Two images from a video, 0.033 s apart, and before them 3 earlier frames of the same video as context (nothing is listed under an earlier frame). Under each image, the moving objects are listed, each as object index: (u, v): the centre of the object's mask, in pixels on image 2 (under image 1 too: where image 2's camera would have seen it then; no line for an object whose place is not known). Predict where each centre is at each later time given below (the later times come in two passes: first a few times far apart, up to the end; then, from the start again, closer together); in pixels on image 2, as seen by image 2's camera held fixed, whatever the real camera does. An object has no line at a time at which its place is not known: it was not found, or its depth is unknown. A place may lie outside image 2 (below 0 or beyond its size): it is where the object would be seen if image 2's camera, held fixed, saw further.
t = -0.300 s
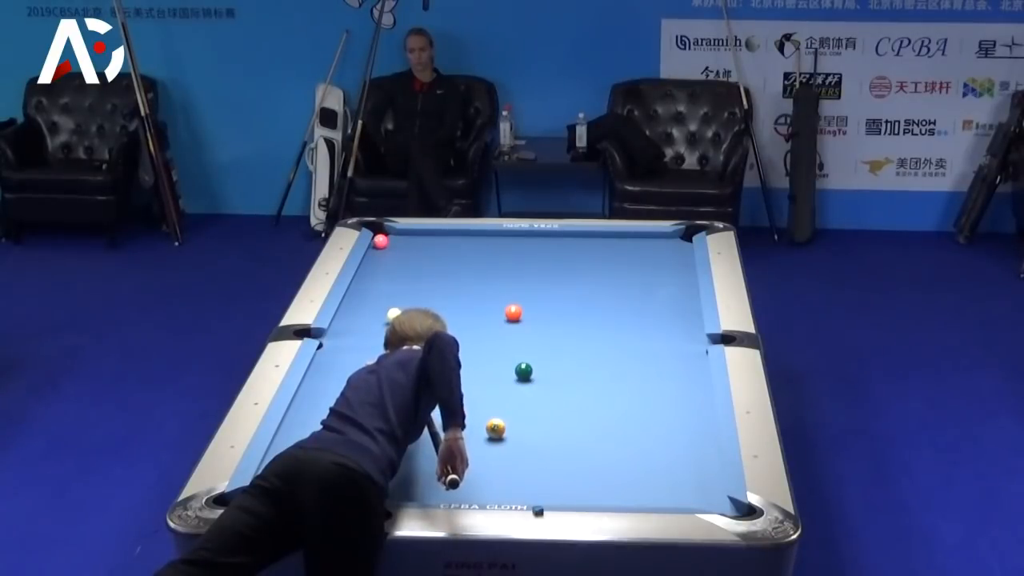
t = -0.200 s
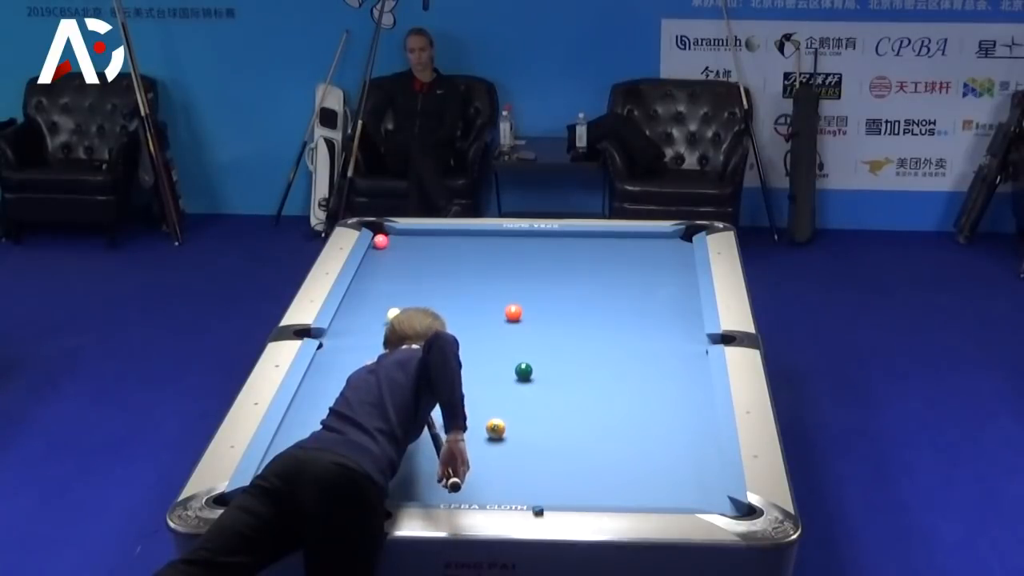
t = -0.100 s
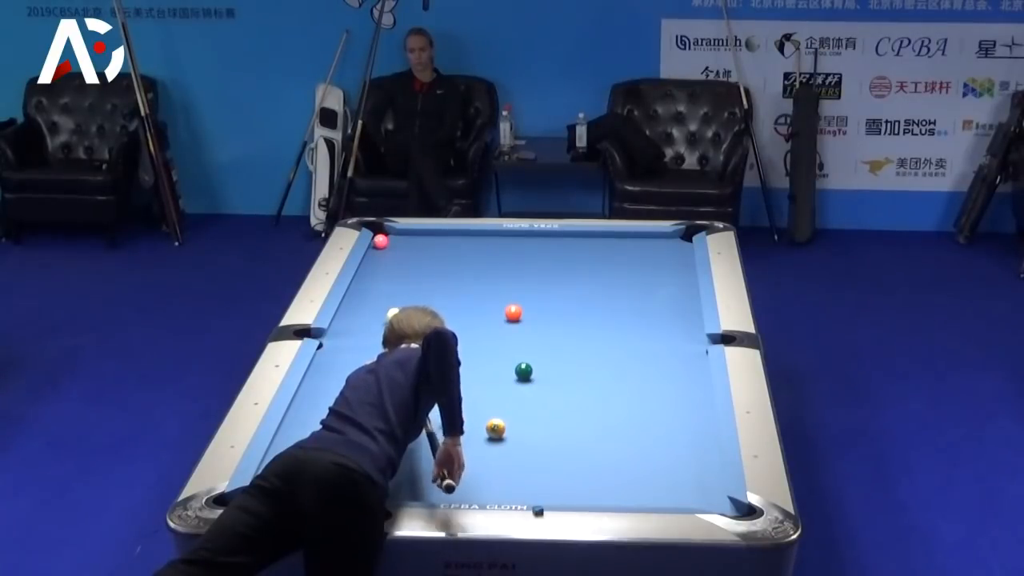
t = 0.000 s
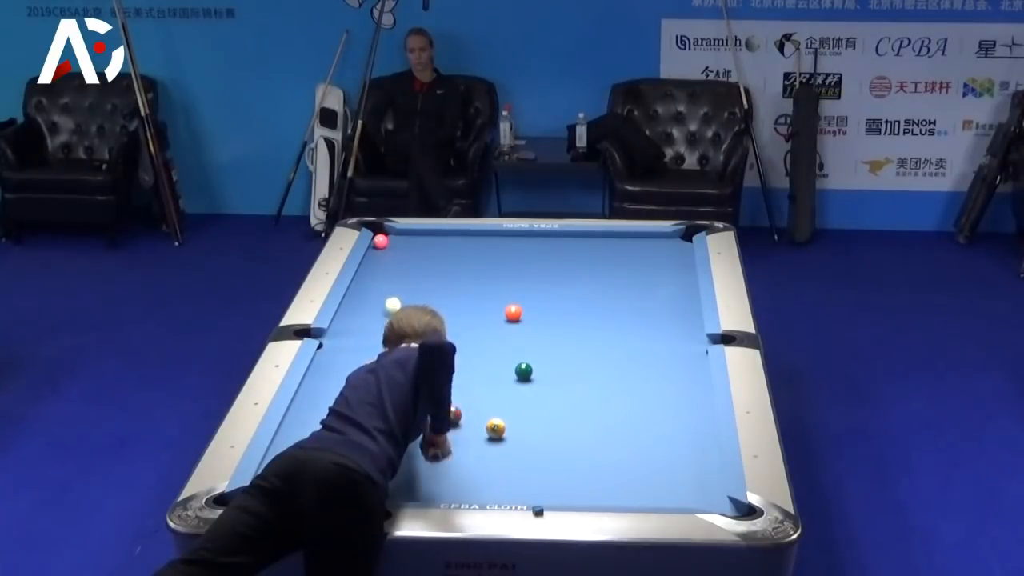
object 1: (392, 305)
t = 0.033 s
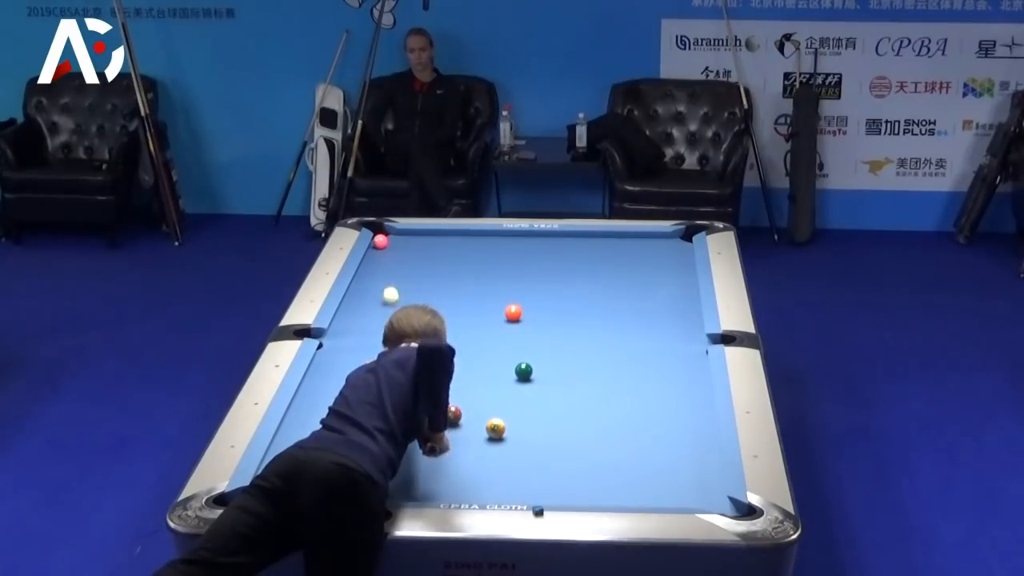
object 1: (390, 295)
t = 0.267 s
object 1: (377, 245)
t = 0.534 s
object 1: (381, 250)
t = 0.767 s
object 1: (387, 254)
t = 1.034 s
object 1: (392, 259)
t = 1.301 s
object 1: (397, 262)
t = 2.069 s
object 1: (416, 272)
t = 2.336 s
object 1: (414, 275)
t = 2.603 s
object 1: (416, 278)
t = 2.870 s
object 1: (418, 280)
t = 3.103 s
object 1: (420, 281)
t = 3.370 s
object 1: (421, 283)
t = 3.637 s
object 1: (423, 283)
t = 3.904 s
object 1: (424, 284)
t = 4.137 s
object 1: (424, 284)
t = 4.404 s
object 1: (424, 284)
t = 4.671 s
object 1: (424, 284)
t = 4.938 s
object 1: (424, 284)
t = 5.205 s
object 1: (424, 284)
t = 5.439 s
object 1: (424, 284)
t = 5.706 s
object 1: (424, 284)
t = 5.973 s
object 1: (424, 284)
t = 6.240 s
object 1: (424, 284)
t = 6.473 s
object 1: (424, 284)
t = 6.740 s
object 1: (424, 284)
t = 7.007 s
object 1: (424, 284)
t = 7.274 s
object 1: (424, 284)
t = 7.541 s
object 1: (424, 284)
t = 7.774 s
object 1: (424, 284)
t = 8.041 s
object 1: (424, 284)
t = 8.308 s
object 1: (424, 284)
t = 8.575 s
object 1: (424, 284)
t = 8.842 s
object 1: (424, 284)
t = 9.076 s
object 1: (424, 284)
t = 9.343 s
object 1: (424, 284)
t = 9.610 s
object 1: (424, 284)
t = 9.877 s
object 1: (424, 284)
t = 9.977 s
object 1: (424, 284)
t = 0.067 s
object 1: (388, 286)
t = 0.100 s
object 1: (386, 277)
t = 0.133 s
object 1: (385, 268)
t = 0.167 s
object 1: (383, 260)
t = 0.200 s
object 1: (381, 252)
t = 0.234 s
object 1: (380, 246)
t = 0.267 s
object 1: (377, 245)
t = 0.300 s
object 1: (375, 245)
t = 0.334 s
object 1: (376, 246)
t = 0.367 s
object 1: (377, 247)
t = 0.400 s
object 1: (378, 247)
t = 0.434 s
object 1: (378, 248)
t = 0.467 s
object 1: (379, 249)
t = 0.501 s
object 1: (380, 249)
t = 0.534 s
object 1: (381, 250)
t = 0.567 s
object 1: (382, 250)
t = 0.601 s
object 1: (383, 251)
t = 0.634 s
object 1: (383, 252)
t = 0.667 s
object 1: (384, 252)
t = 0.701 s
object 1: (385, 253)
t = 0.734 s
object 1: (386, 253)
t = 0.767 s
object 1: (387, 254)
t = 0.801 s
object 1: (387, 254)
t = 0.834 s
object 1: (388, 255)
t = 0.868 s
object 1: (389, 256)
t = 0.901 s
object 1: (390, 256)
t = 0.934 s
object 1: (390, 257)
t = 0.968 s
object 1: (391, 257)
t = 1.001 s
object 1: (392, 258)
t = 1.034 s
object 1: (392, 259)
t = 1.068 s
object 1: (393, 259)
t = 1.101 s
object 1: (394, 259)
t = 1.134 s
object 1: (394, 260)
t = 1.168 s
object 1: (395, 261)
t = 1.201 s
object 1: (396, 261)
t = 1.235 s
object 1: (397, 262)
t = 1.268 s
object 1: (397, 262)
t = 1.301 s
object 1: (397, 262)
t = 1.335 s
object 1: (397, 261)
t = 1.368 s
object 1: (397, 260)
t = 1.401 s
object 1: (397, 258)
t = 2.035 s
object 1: (417, 272)
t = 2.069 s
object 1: (416, 272)
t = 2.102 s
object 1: (416, 272)
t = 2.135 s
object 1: (416, 273)
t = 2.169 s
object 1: (415, 273)
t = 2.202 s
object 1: (415, 273)
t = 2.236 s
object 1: (415, 274)
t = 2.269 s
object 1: (414, 275)
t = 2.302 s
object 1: (414, 275)
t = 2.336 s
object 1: (414, 275)
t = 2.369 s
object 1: (414, 276)
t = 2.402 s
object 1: (415, 276)
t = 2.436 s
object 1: (415, 276)
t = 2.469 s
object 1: (416, 276)
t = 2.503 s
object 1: (416, 277)
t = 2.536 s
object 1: (416, 277)
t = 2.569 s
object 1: (416, 277)
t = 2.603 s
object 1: (416, 278)
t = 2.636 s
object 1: (417, 278)
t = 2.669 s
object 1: (417, 278)
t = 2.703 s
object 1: (417, 278)
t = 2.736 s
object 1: (417, 279)
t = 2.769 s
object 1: (418, 279)
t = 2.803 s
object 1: (418, 279)
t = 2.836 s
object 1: (418, 280)
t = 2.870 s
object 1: (418, 280)
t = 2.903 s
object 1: (418, 280)
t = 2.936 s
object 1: (419, 280)
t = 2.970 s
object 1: (419, 281)
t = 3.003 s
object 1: (419, 281)
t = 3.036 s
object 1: (419, 281)
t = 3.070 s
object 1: (420, 281)
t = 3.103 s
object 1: (420, 281)
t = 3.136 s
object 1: (420, 282)
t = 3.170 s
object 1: (420, 282)
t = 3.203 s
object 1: (420, 282)
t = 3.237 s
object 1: (421, 282)
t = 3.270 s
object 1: (421, 282)
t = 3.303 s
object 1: (421, 282)
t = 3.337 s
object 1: (421, 282)
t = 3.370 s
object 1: (421, 283)
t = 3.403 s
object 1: (422, 283)
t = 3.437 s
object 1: (422, 283)
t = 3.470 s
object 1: (422, 283)
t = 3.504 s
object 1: (422, 283)
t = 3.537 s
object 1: (422, 283)
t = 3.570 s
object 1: (422, 283)
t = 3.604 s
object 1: (423, 283)
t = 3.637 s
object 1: (423, 283)
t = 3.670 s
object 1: (423, 284)
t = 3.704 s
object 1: (423, 284)
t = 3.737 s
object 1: (423, 283)
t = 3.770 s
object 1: (423, 284)
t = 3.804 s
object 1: (424, 284)
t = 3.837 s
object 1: (424, 284)
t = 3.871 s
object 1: (424, 284)
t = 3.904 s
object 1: (424, 284)
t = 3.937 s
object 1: (424, 284)
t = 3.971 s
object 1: (424, 284)
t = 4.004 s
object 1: (424, 284)
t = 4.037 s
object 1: (424, 284)
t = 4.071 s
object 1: (424, 284)
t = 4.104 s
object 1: (424, 284)
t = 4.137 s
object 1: (424, 284)
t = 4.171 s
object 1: (424, 284)
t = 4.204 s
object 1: (424, 284)
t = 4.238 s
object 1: (424, 284)
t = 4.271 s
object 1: (424, 284)
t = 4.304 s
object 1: (424, 284)
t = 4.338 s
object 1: (424, 284)
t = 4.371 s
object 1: (424, 284)
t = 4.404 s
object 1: (424, 284)
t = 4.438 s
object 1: (424, 284)
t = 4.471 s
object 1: (424, 284)
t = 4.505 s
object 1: (424, 284)
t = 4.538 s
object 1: (424, 284)
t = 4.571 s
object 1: (424, 284)
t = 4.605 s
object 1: (424, 284)
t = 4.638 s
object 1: (424, 284)
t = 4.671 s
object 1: (424, 284)
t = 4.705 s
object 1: (424, 284)
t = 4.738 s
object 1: (424, 284)
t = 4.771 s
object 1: (424, 284)
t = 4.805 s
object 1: (424, 284)
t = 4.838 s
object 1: (424, 284)
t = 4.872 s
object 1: (424, 284)
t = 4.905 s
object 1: (424, 284)
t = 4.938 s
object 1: (424, 284)
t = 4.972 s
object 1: (424, 284)
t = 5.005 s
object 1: (424, 284)
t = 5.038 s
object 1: (424, 284)
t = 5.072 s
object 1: (424, 284)
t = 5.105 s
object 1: (424, 284)
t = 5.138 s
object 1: (424, 284)
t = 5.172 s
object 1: (424, 284)
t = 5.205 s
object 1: (424, 284)
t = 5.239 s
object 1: (424, 284)
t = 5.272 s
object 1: (424, 284)
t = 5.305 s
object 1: (424, 284)
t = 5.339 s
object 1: (424, 284)
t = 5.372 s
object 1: (424, 284)
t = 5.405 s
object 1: (424, 284)
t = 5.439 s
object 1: (424, 284)
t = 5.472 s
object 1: (424, 284)
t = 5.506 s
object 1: (424, 284)
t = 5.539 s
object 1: (424, 284)
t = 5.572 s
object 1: (424, 284)
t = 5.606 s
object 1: (424, 284)
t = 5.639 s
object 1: (424, 284)
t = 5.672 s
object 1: (424, 284)
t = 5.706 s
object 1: (424, 284)
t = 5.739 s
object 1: (424, 284)
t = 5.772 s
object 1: (424, 284)
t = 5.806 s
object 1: (424, 284)
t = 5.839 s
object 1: (424, 284)
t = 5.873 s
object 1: (424, 284)
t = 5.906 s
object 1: (424, 284)
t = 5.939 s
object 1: (424, 284)
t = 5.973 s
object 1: (424, 284)
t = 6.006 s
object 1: (424, 284)
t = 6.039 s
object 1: (424, 284)
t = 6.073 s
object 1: (424, 284)
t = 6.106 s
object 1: (424, 284)
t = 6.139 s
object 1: (424, 284)
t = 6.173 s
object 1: (424, 284)
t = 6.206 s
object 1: (424, 284)
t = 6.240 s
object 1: (424, 284)
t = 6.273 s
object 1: (424, 284)
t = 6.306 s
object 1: (424, 284)
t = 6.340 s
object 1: (424, 284)
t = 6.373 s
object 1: (424, 284)
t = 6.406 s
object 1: (424, 284)
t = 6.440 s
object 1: (424, 284)
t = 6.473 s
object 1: (424, 284)
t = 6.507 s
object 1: (424, 284)
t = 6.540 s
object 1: (424, 284)
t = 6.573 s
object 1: (424, 284)
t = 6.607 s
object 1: (424, 284)
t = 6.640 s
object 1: (424, 284)
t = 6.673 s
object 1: (424, 284)
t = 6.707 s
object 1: (424, 284)
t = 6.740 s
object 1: (424, 284)
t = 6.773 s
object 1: (424, 284)
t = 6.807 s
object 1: (424, 284)
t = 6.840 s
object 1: (424, 284)
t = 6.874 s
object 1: (424, 284)
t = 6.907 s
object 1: (424, 284)
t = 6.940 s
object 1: (424, 284)
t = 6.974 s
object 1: (424, 284)
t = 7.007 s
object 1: (424, 284)
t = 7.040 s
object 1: (424, 284)
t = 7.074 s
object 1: (424, 284)
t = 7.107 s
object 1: (424, 284)
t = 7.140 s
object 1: (424, 284)
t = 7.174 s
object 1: (424, 284)
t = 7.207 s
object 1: (424, 284)
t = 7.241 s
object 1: (424, 284)
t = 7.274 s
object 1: (424, 284)
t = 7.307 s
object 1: (424, 284)
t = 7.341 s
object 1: (424, 284)
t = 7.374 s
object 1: (424, 284)
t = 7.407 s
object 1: (424, 284)
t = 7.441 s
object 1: (424, 284)
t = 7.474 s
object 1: (424, 284)
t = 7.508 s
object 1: (424, 284)
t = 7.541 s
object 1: (424, 284)
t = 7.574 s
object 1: (424, 284)
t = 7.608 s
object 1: (424, 284)
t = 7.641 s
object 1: (424, 284)
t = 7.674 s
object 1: (424, 284)
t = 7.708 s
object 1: (424, 284)
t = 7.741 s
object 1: (424, 284)
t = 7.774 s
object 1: (424, 284)
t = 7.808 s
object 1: (424, 284)
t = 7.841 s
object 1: (424, 284)
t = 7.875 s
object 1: (424, 284)
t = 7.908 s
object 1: (424, 284)
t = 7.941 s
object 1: (424, 284)
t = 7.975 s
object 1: (424, 284)
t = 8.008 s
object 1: (424, 284)
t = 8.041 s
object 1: (424, 284)
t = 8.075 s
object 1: (424, 284)
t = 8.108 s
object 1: (424, 284)
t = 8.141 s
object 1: (424, 284)
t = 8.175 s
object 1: (424, 284)
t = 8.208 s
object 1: (424, 284)
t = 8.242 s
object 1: (424, 284)
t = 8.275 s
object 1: (424, 284)
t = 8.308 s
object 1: (424, 284)
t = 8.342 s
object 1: (424, 284)
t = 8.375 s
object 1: (424, 284)
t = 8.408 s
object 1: (424, 284)
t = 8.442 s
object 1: (424, 284)
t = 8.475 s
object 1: (424, 284)
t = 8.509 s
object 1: (424, 284)
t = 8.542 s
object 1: (424, 284)
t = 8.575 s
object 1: (424, 284)
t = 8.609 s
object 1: (424, 284)
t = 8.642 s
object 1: (424, 284)
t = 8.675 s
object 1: (424, 284)
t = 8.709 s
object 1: (424, 284)
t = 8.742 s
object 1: (424, 284)
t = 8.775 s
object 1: (424, 284)
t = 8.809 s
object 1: (424, 284)
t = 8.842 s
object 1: (424, 284)
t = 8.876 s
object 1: (424, 284)
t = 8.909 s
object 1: (424, 284)
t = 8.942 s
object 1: (424, 284)
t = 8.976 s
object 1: (424, 284)
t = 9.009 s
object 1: (424, 284)
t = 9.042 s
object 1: (424, 284)
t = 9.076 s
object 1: (424, 284)
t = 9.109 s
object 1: (424, 284)
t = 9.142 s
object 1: (424, 284)
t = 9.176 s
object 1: (424, 284)
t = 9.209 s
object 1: (424, 284)
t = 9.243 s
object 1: (424, 284)
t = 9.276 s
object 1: (424, 284)
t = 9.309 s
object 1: (424, 284)
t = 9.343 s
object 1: (424, 284)
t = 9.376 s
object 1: (424, 284)
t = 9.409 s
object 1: (424, 284)
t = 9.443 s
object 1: (424, 284)
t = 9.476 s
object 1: (424, 284)
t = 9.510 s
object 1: (424, 284)
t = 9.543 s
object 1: (424, 284)
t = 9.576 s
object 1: (424, 284)
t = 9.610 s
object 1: (424, 284)
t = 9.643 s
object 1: (424, 284)
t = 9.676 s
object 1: (424, 284)
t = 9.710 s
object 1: (424, 284)
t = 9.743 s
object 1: (424, 284)
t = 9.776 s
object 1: (424, 284)
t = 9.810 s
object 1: (424, 284)
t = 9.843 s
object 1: (424, 284)
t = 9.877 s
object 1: (424, 284)
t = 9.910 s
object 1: (424, 284)
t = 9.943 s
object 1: (424, 284)
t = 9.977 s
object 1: (424, 284)
